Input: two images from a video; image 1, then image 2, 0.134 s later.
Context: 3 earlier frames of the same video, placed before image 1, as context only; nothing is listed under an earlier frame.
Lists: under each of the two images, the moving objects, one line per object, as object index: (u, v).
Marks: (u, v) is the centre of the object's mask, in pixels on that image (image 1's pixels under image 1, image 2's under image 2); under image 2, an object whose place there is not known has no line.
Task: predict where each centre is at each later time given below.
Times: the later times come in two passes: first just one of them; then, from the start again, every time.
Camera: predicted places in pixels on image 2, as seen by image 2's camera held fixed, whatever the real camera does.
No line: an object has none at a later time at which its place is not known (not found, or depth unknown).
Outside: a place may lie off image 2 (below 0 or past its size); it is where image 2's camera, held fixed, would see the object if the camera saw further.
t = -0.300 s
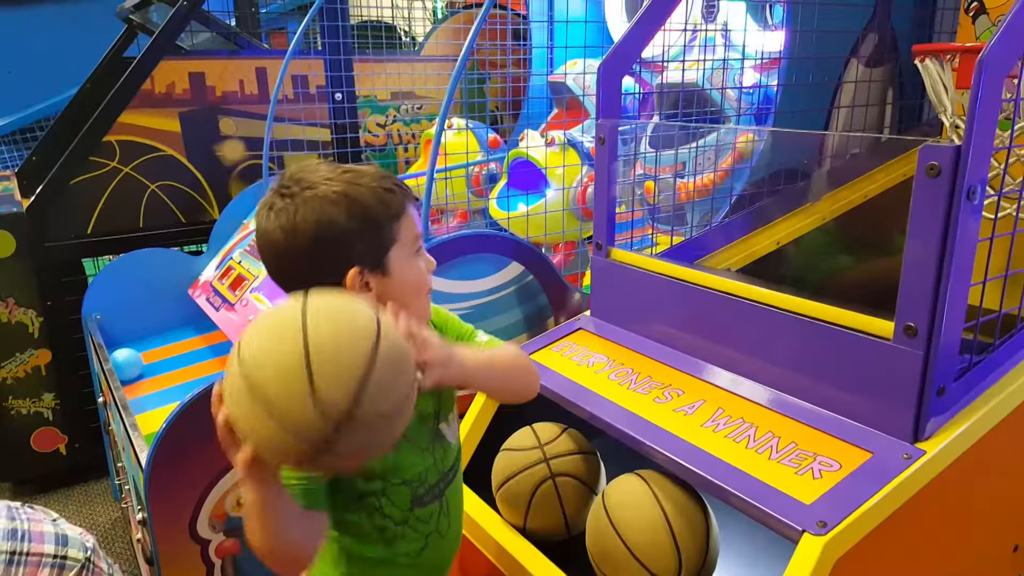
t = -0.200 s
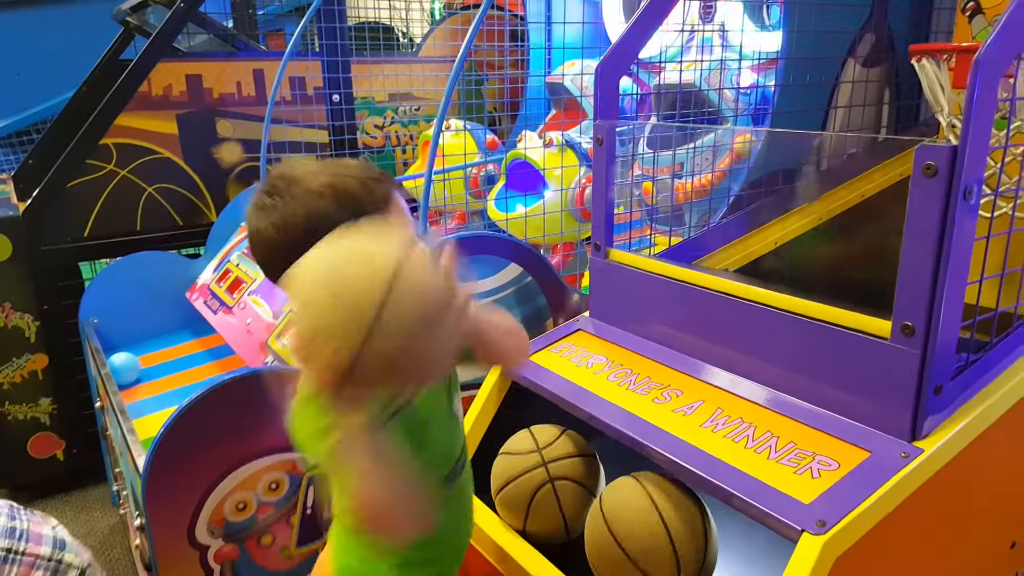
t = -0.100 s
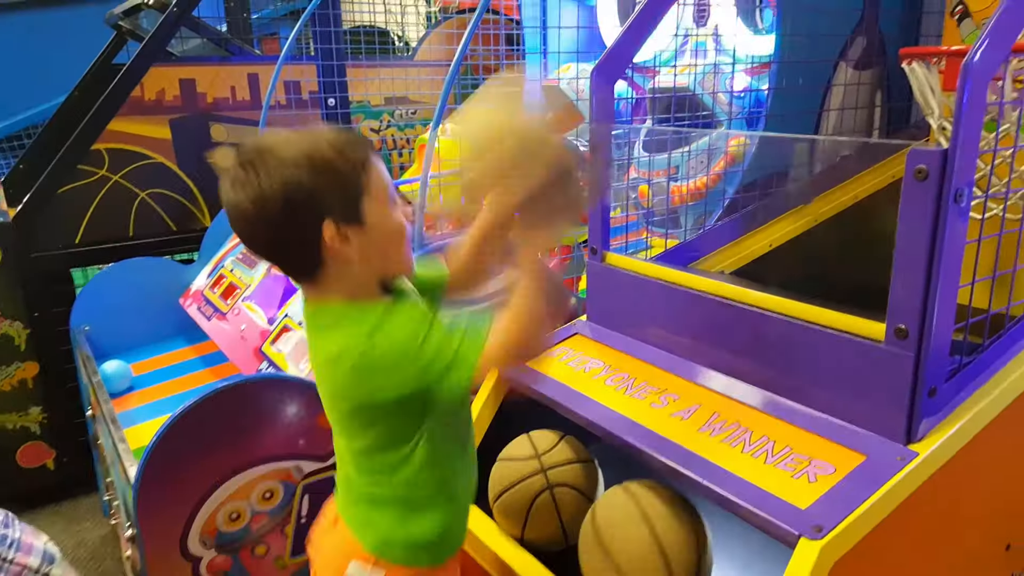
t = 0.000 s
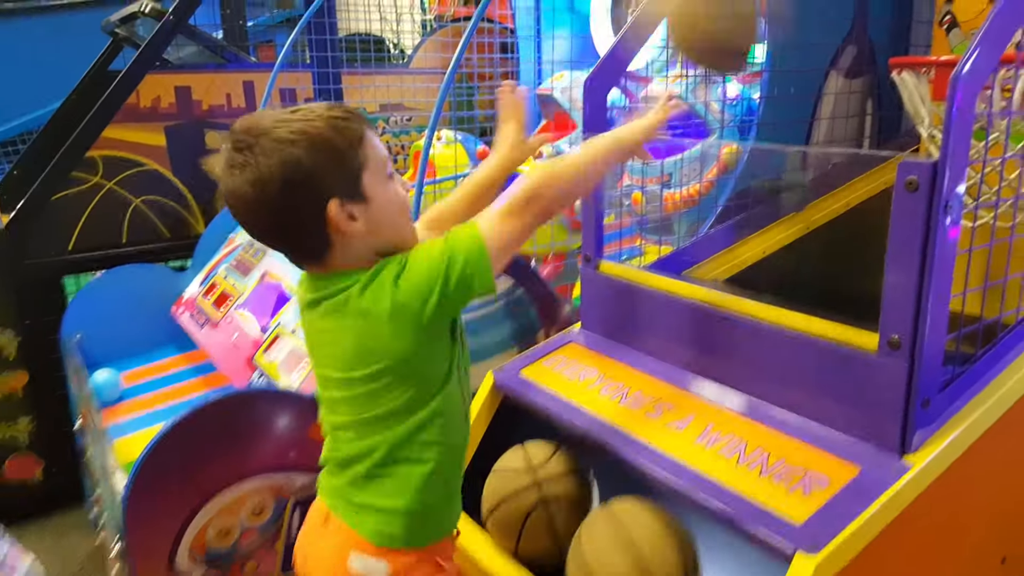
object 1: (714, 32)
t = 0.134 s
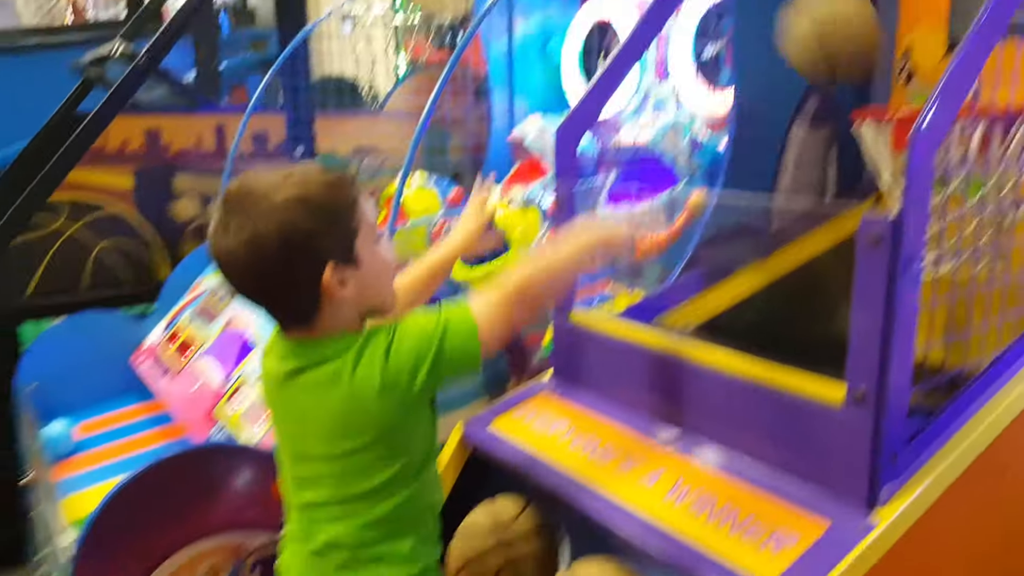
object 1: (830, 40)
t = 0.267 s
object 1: (909, 72)
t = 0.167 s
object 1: (855, 39)
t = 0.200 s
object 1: (886, 56)
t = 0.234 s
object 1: (907, 70)
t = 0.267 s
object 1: (909, 72)
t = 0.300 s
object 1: (905, 64)
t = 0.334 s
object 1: (917, 51)
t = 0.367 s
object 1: (929, 47)
